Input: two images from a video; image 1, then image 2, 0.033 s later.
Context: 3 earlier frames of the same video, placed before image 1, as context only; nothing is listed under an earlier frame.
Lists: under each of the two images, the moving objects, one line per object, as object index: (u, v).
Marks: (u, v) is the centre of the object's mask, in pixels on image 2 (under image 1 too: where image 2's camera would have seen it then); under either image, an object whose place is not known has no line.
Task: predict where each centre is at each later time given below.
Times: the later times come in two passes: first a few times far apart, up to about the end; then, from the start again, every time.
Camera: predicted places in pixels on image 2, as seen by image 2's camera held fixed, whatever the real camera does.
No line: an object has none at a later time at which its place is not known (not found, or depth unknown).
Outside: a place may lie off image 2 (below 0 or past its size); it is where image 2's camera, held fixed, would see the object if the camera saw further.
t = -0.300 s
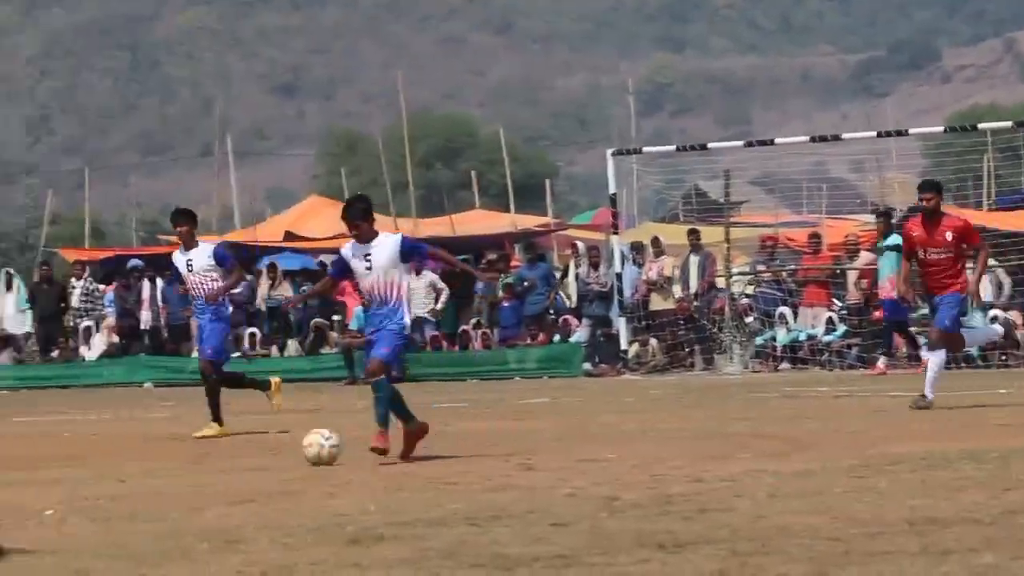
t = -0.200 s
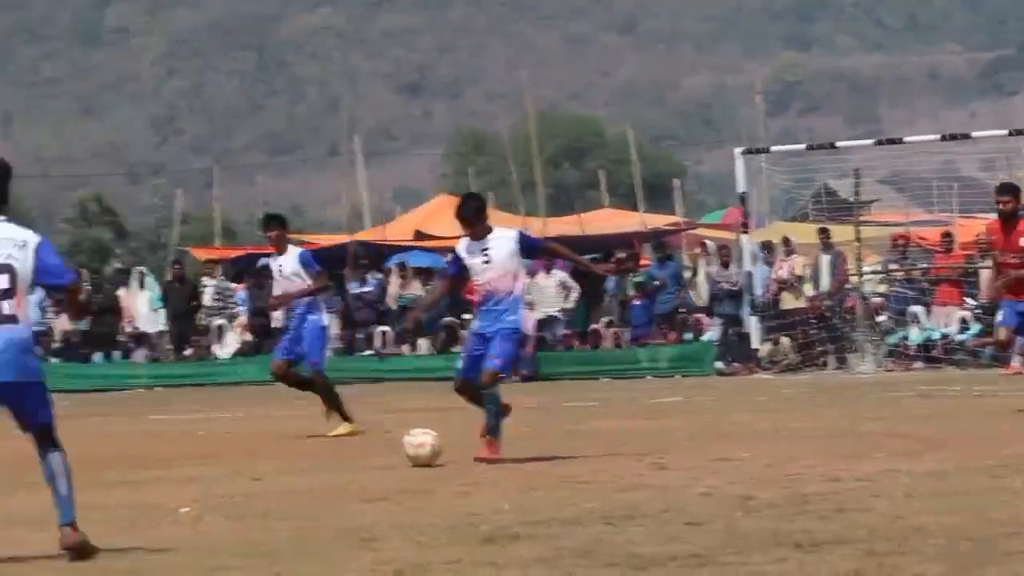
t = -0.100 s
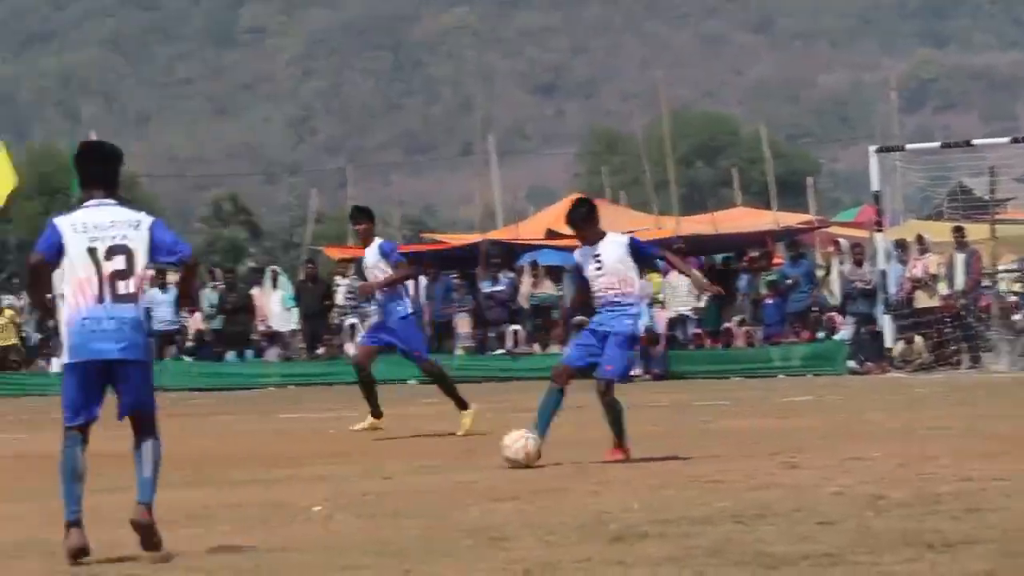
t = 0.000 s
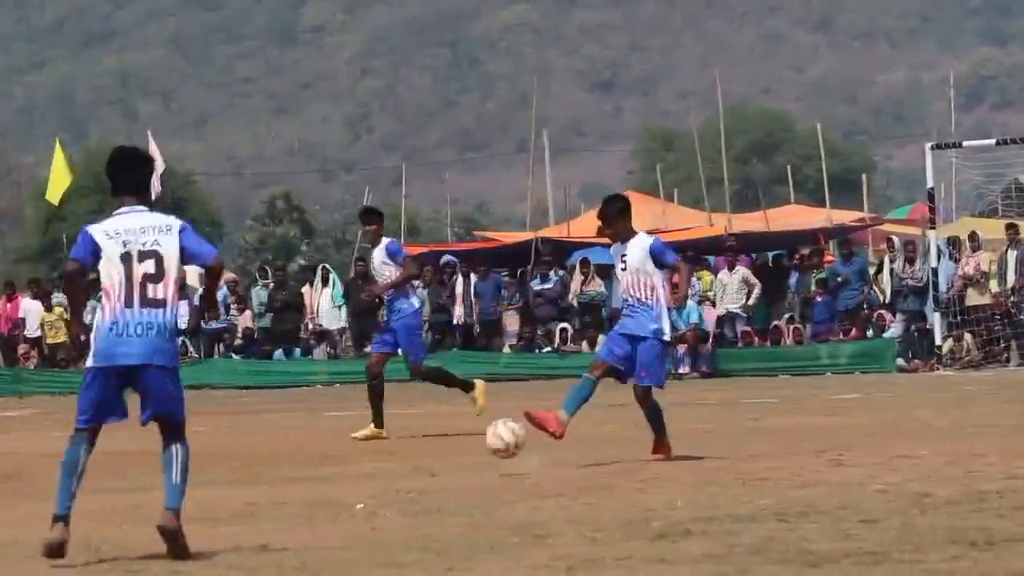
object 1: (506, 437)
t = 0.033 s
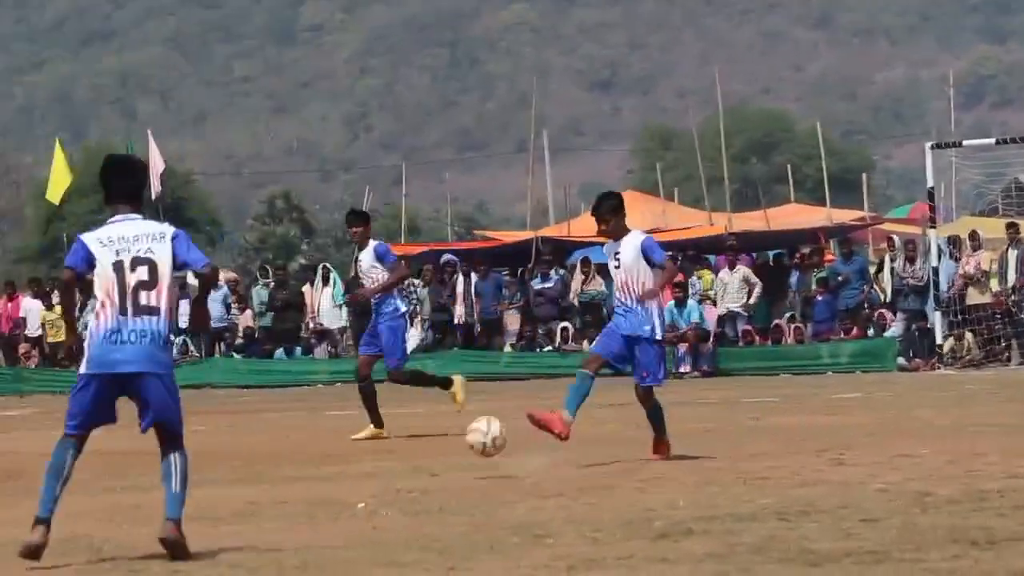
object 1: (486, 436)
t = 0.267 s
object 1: (353, 462)
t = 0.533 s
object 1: (226, 494)
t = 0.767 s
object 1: (123, 498)
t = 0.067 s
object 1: (466, 438)
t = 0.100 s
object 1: (447, 443)
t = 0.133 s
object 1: (426, 450)
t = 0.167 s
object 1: (405, 459)
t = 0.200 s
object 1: (386, 472)
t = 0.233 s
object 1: (370, 469)
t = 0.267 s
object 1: (353, 462)
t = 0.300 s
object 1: (336, 459)
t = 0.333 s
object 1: (320, 459)
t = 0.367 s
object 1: (303, 463)
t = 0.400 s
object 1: (287, 467)
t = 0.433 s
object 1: (270, 476)
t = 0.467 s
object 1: (254, 489)
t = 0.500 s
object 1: (240, 493)
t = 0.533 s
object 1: (226, 494)
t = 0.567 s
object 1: (211, 493)
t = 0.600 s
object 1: (197, 494)
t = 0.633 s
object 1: (183, 499)
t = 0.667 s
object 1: (168, 507)
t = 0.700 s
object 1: (153, 504)
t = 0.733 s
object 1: (139, 500)
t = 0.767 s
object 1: (123, 498)
